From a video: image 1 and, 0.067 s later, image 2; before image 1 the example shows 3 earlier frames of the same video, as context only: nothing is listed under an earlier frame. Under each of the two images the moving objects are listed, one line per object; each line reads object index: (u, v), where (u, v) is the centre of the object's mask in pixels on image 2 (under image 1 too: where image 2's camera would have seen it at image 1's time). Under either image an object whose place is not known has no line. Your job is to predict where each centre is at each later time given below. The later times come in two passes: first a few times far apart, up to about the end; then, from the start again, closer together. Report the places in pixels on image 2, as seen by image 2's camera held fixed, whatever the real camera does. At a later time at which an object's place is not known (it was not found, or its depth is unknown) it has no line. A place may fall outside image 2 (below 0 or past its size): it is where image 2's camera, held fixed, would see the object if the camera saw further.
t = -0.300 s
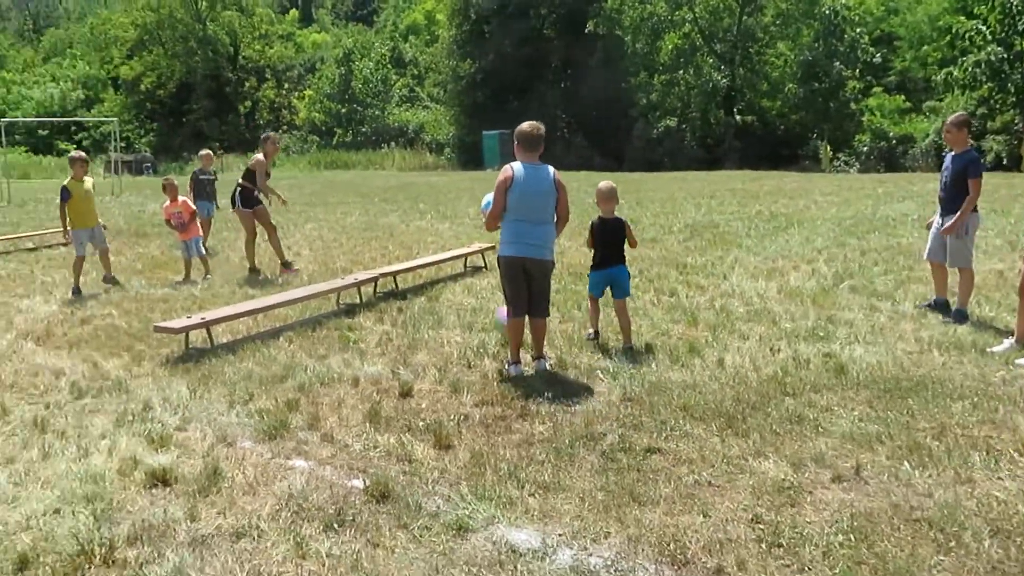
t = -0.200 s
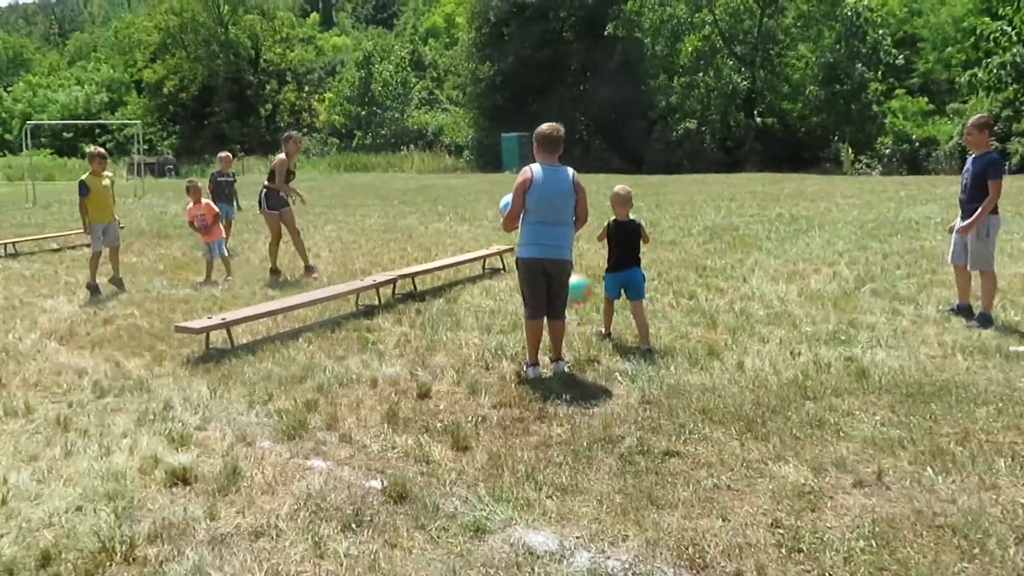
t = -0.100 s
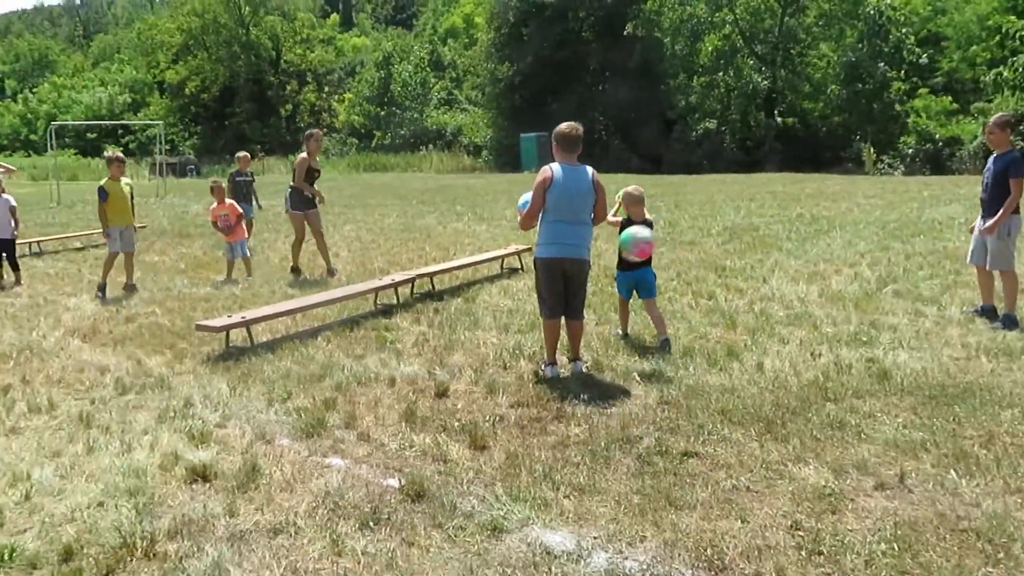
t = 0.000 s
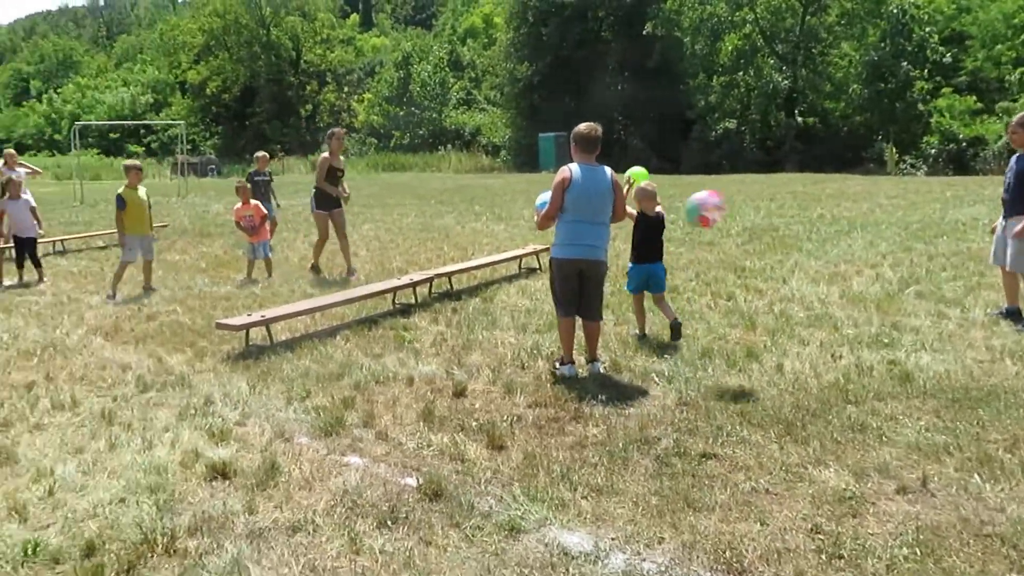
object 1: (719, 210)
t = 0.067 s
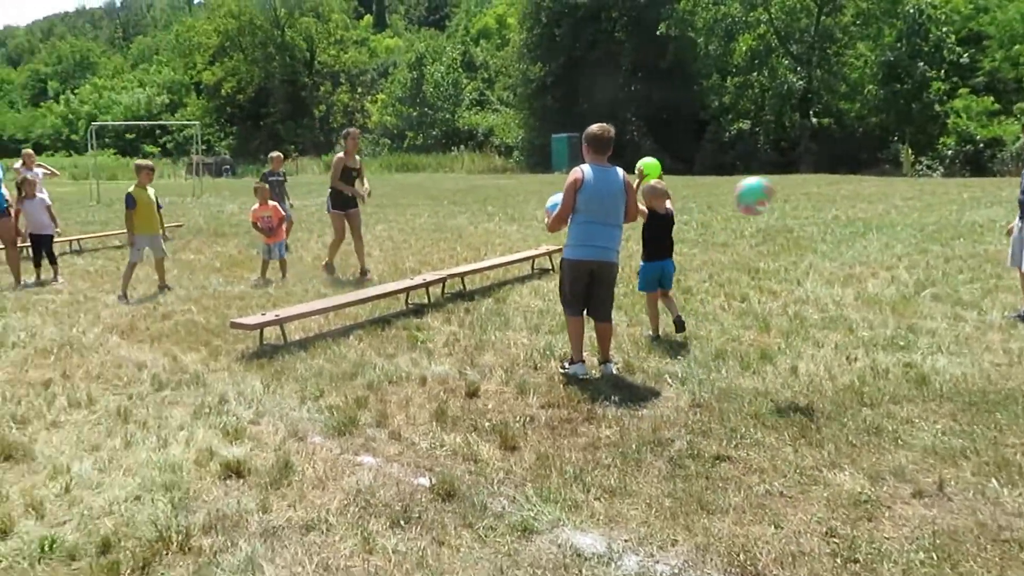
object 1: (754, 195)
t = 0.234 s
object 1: (853, 194)
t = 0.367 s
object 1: (931, 234)
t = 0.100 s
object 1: (773, 191)
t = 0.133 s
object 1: (793, 188)
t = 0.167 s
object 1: (813, 186)
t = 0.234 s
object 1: (853, 194)
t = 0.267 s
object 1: (874, 200)
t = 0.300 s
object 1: (896, 208)
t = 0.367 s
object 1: (931, 234)
